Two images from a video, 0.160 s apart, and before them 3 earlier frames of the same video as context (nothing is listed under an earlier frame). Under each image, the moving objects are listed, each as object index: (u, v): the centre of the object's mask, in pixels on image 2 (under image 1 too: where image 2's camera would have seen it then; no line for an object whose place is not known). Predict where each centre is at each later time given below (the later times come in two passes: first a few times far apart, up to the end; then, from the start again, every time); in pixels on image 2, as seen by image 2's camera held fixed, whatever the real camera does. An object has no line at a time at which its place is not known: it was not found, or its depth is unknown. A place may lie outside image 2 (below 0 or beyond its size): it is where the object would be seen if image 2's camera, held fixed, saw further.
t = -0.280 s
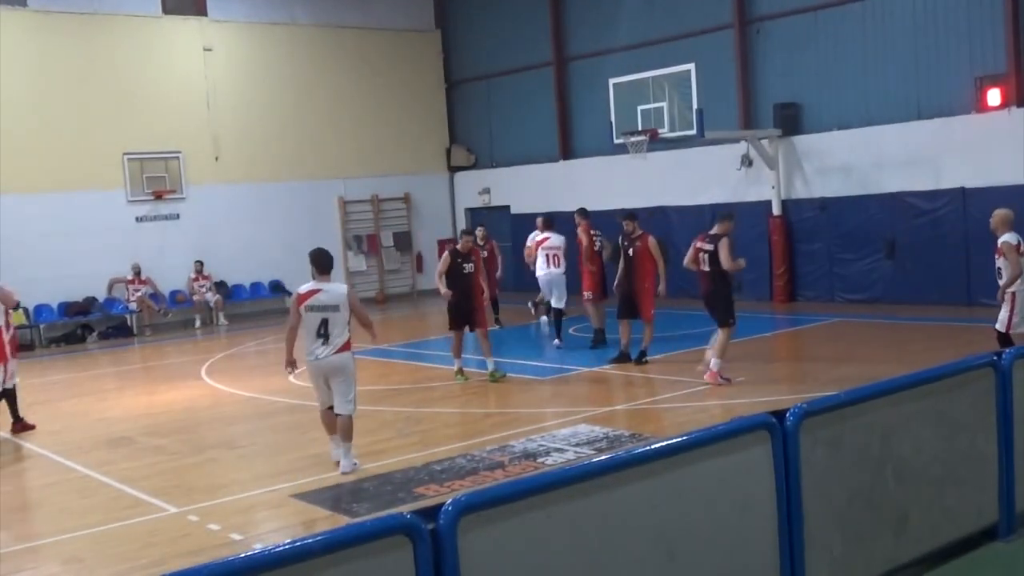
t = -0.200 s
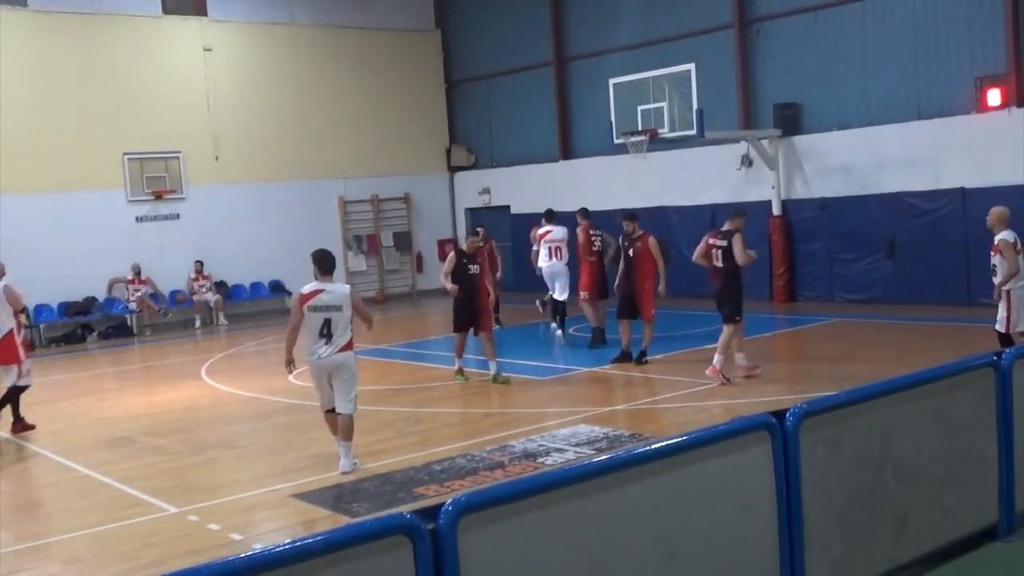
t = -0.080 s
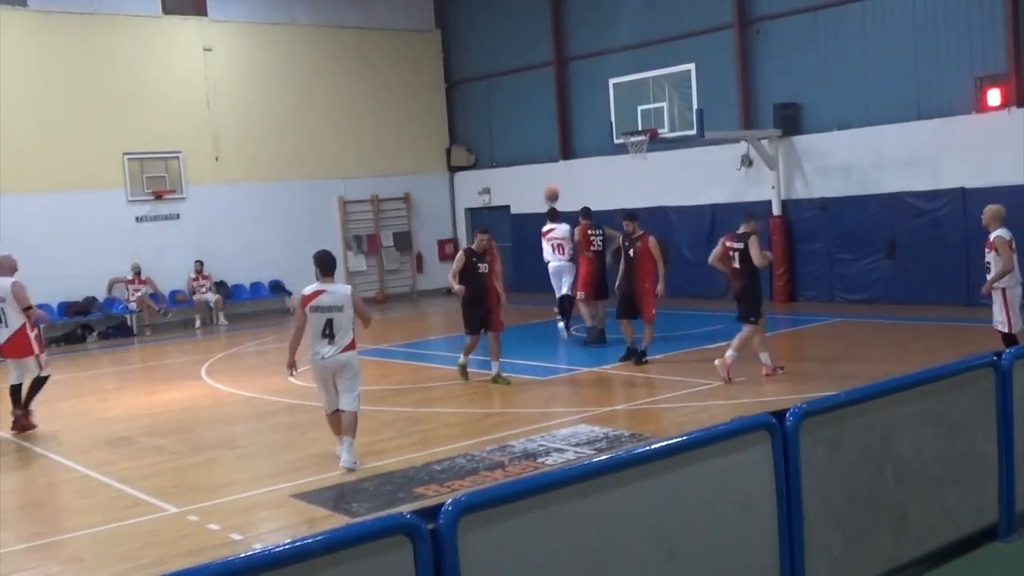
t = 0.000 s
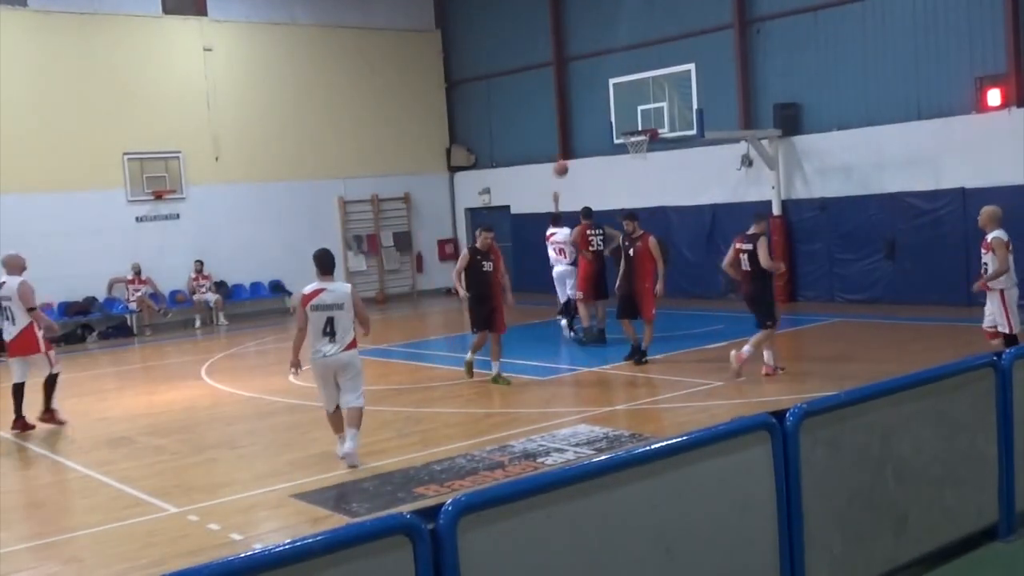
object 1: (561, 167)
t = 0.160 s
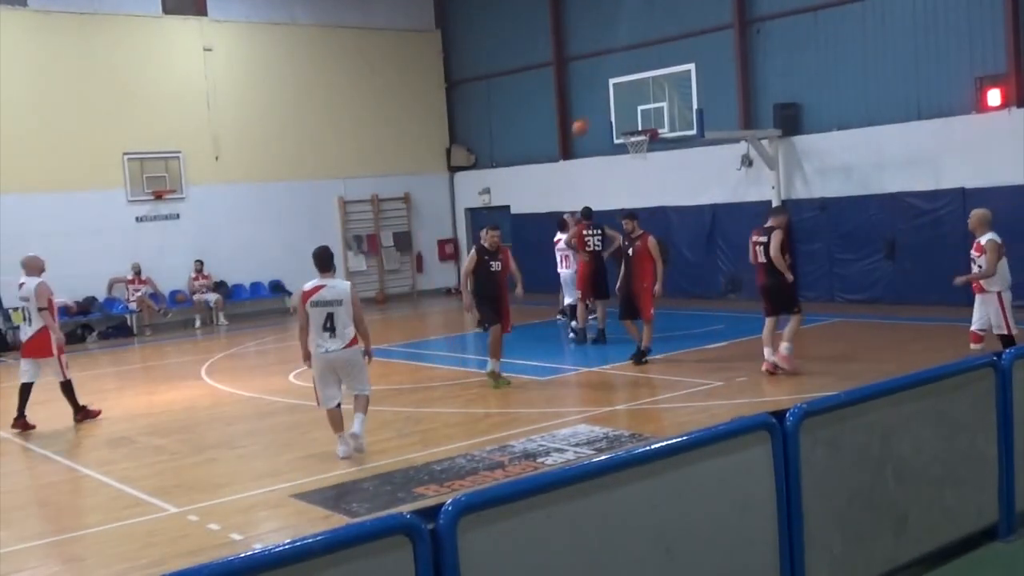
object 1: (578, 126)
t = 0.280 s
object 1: (593, 107)
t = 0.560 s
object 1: (630, 100)
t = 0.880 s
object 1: (607, 135)
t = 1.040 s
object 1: (596, 176)
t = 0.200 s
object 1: (583, 118)
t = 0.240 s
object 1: (588, 112)
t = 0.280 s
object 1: (593, 107)
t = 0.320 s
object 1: (599, 102)
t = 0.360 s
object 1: (604, 100)
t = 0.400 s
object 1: (609, 99)
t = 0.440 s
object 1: (614, 97)
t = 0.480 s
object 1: (620, 98)
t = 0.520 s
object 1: (624, 98)
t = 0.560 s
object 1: (630, 100)
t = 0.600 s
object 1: (633, 103)
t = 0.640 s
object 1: (630, 104)
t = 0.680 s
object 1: (626, 107)
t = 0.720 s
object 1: (622, 110)
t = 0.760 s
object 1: (619, 114)
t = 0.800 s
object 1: (614, 121)
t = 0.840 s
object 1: (610, 128)
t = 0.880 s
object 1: (607, 135)
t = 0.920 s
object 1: (603, 144)
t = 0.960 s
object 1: (601, 154)
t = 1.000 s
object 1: (599, 164)
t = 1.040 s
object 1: (596, 176)
